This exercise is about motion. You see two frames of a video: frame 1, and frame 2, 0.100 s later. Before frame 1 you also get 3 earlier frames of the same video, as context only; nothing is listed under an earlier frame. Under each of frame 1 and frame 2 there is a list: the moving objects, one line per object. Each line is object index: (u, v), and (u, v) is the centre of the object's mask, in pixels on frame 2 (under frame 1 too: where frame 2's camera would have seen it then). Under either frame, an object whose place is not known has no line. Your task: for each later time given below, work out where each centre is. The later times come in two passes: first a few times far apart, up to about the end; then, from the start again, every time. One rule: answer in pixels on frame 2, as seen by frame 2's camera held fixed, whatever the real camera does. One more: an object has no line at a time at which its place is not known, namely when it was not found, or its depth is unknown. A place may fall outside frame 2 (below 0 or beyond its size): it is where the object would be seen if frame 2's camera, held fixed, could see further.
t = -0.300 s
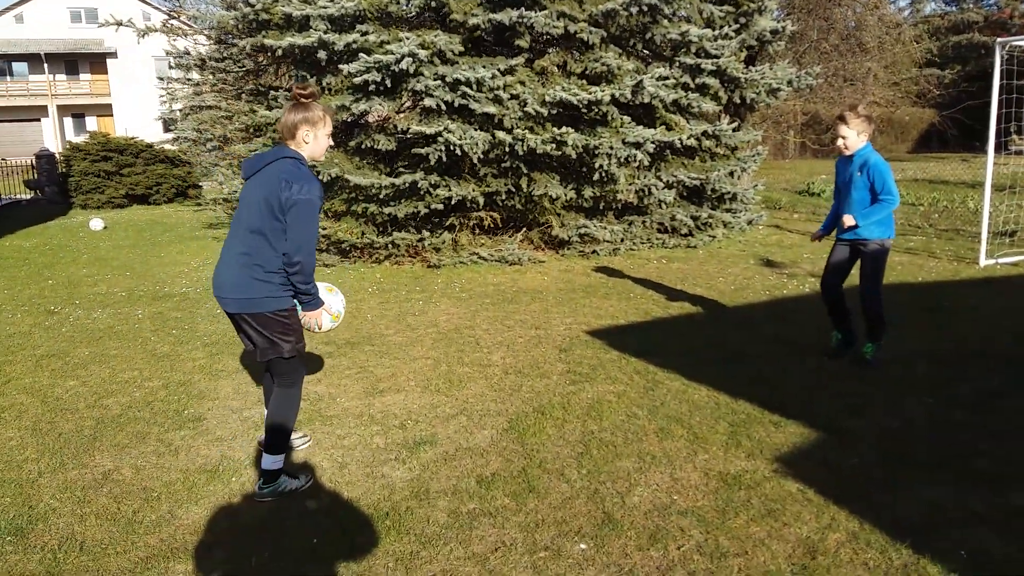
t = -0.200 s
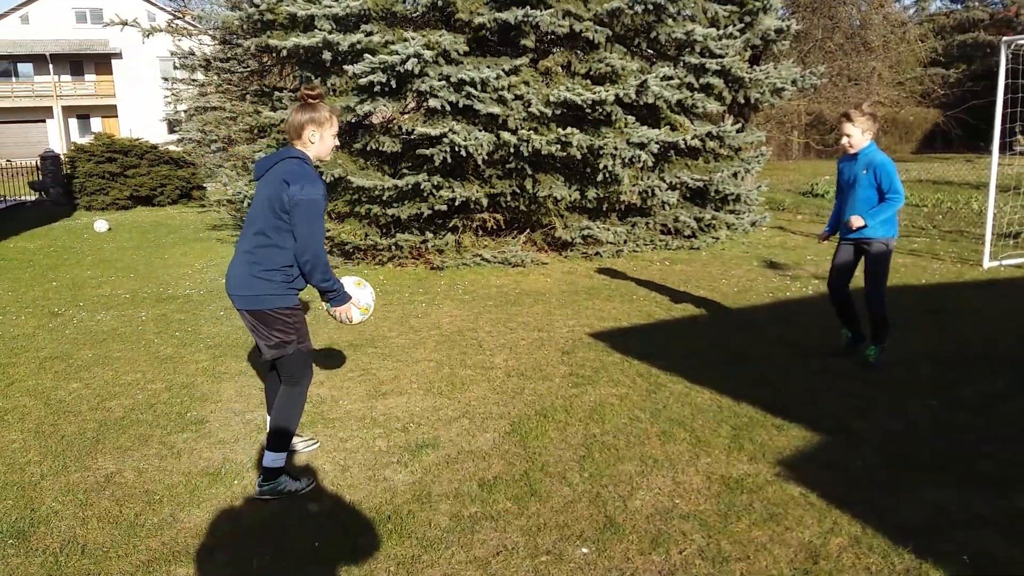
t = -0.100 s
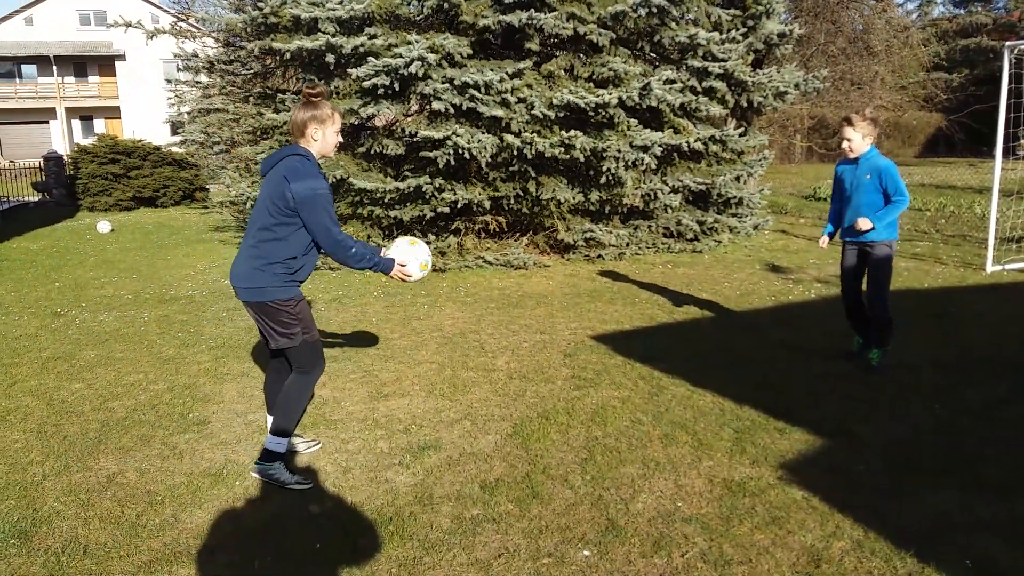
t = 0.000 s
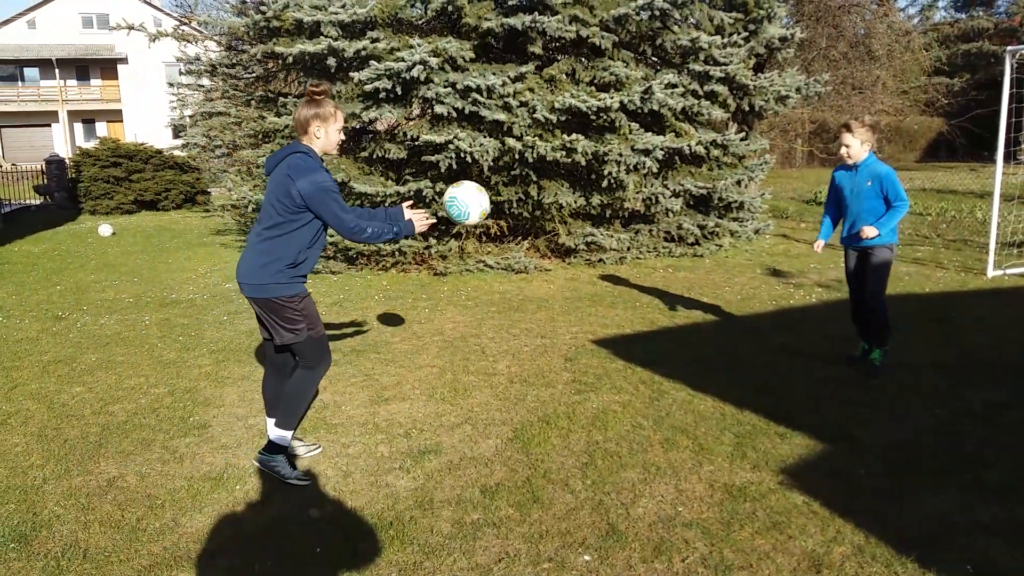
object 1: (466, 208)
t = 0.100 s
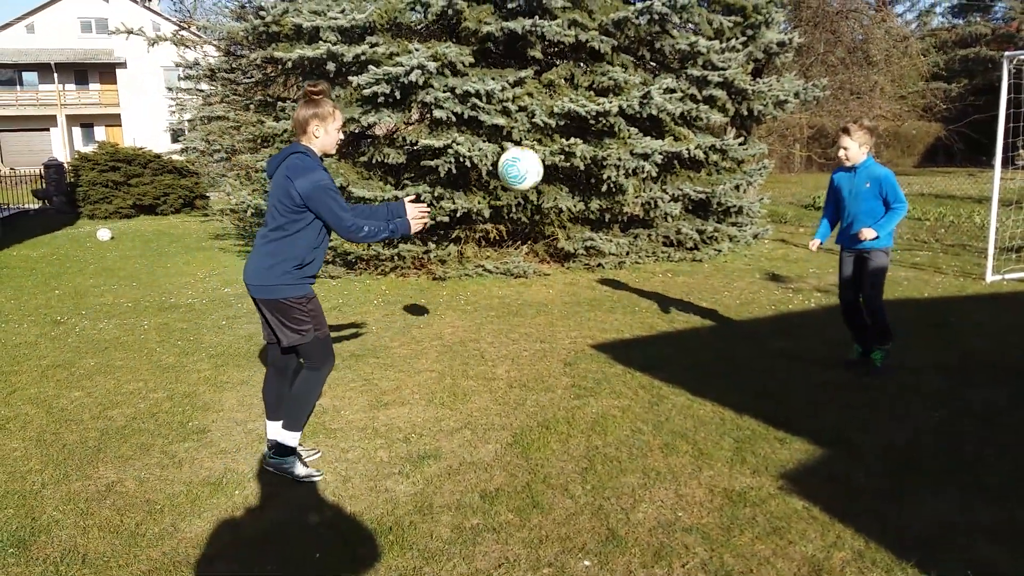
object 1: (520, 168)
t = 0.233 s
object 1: (591, 150)
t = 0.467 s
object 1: (704, 196)
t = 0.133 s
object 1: (538, 160)
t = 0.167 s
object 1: (557, 155)
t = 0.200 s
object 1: (574, 151)
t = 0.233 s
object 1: (591, 150)
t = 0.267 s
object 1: (608, 150)
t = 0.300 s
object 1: (625, 153)
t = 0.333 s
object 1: (642, 157)
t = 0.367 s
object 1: (658, 164)
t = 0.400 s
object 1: (673, 173)
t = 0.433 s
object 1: (688, 184)
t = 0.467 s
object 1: (704, 196)
